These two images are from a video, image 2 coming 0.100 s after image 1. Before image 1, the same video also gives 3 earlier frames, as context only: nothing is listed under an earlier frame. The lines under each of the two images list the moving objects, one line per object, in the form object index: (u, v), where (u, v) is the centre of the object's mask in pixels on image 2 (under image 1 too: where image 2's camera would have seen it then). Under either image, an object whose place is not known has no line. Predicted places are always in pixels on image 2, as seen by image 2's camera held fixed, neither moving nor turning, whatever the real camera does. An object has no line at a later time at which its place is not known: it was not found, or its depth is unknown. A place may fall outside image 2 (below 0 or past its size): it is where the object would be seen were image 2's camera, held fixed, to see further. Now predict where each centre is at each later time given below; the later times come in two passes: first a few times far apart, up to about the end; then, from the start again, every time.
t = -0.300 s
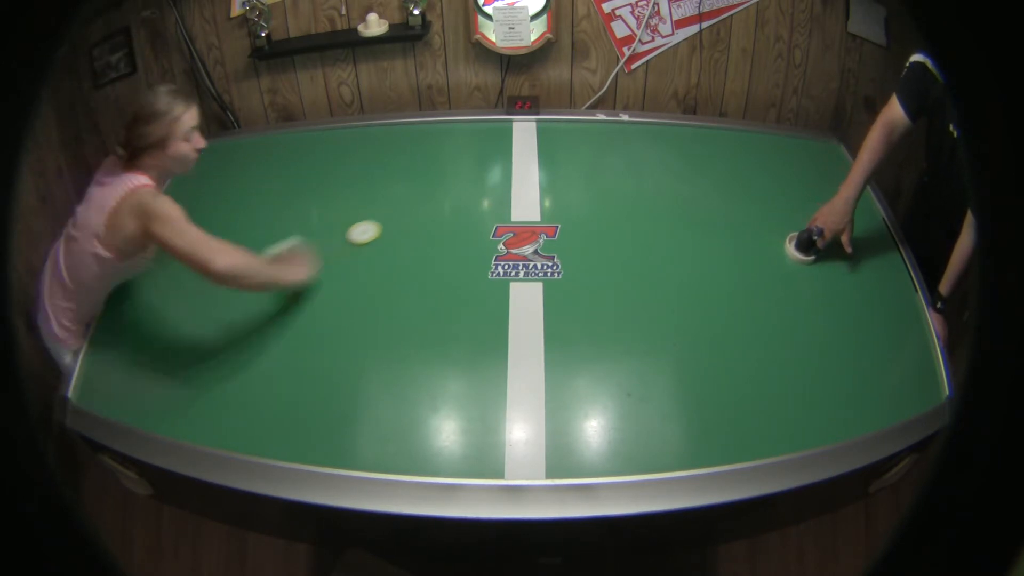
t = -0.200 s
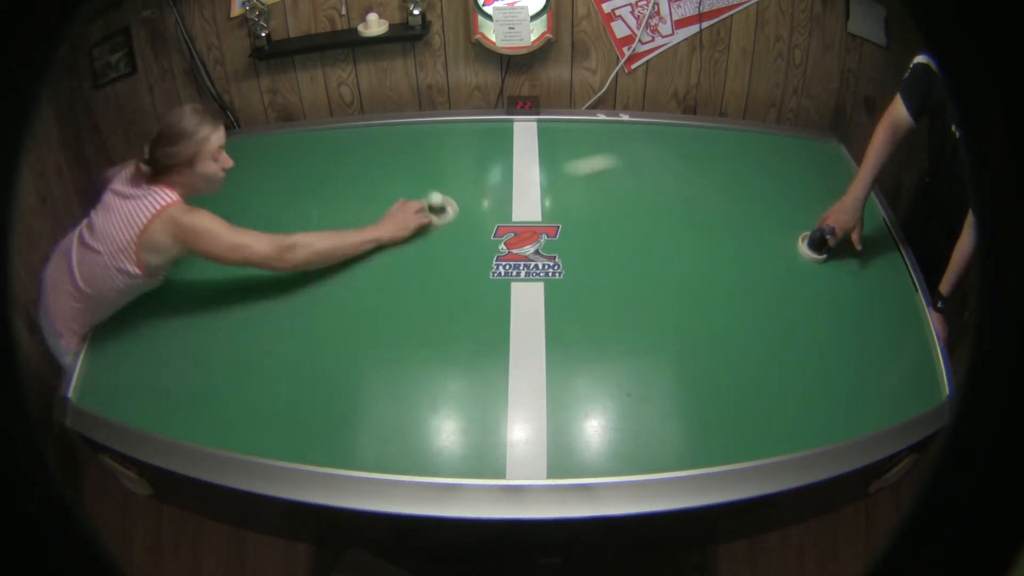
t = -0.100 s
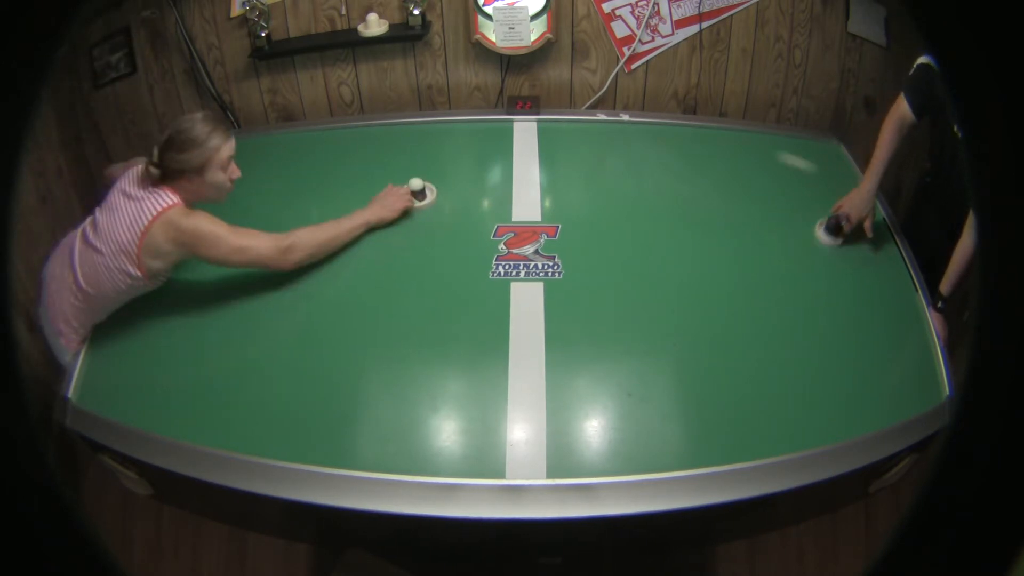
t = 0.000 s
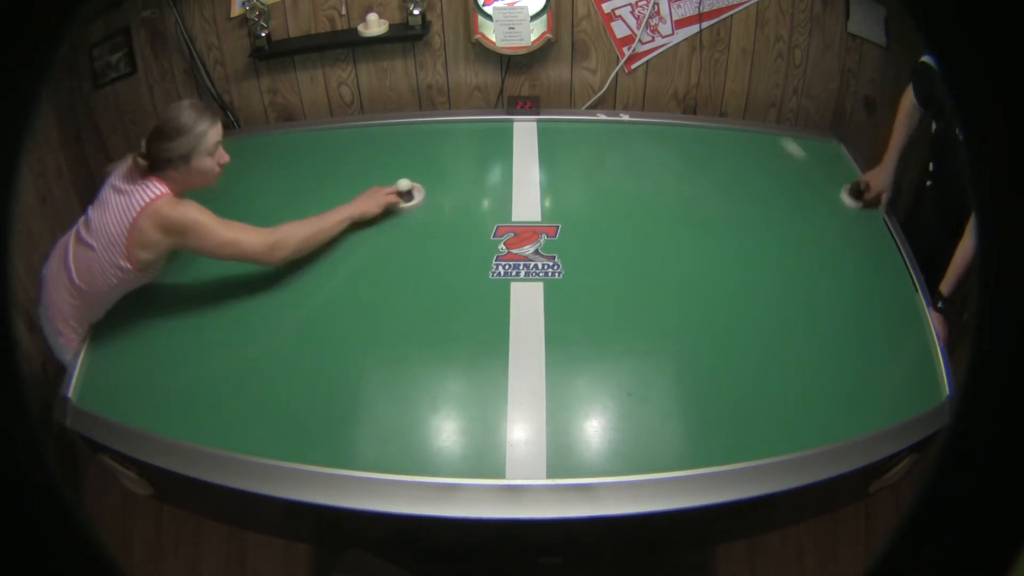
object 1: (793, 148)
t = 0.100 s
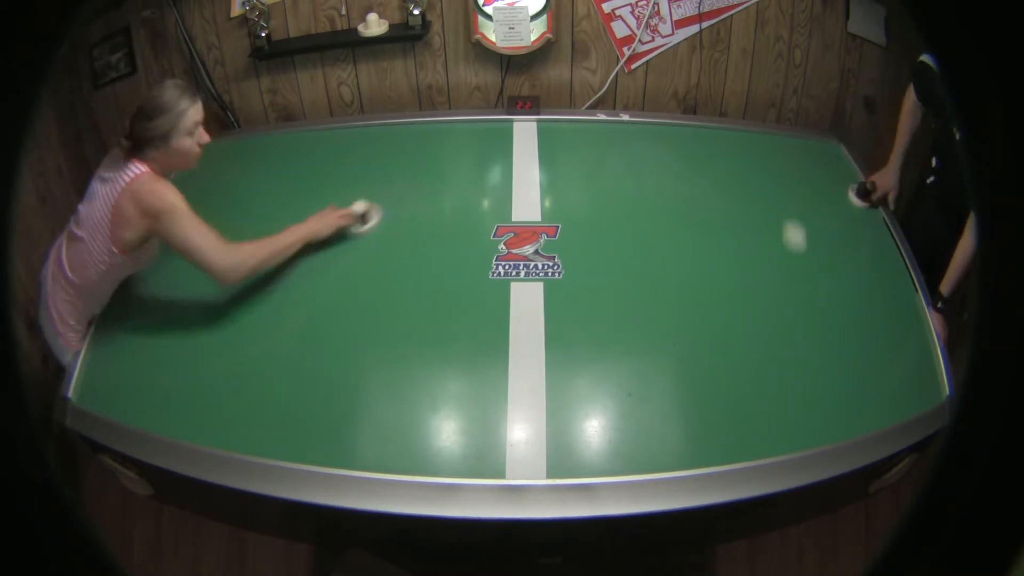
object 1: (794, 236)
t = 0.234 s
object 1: (765, 415)
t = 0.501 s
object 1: (500, 131)
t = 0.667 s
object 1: (377, 272)
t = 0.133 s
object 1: (795, 282)
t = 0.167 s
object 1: (794, 337)
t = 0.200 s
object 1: (788, 401)
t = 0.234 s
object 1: (765, 415)
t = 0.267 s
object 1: (725, 366)
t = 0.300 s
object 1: (685, 319)
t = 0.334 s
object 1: (646, 276)
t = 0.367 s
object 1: (611, 236)
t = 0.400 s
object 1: (578, 202)
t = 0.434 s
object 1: (551, 172)
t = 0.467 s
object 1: (511, 144)
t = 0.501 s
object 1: (500, 131)
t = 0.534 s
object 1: (481, 153)
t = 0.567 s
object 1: (459, 178)
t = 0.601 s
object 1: (434, 205)
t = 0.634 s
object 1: (407, 237)
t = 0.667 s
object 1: (377, 272)
